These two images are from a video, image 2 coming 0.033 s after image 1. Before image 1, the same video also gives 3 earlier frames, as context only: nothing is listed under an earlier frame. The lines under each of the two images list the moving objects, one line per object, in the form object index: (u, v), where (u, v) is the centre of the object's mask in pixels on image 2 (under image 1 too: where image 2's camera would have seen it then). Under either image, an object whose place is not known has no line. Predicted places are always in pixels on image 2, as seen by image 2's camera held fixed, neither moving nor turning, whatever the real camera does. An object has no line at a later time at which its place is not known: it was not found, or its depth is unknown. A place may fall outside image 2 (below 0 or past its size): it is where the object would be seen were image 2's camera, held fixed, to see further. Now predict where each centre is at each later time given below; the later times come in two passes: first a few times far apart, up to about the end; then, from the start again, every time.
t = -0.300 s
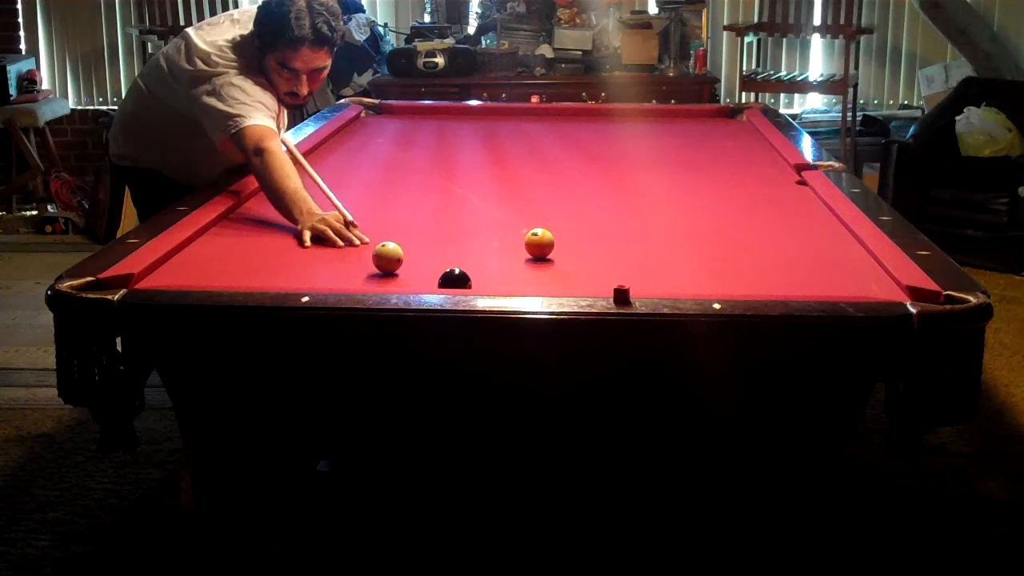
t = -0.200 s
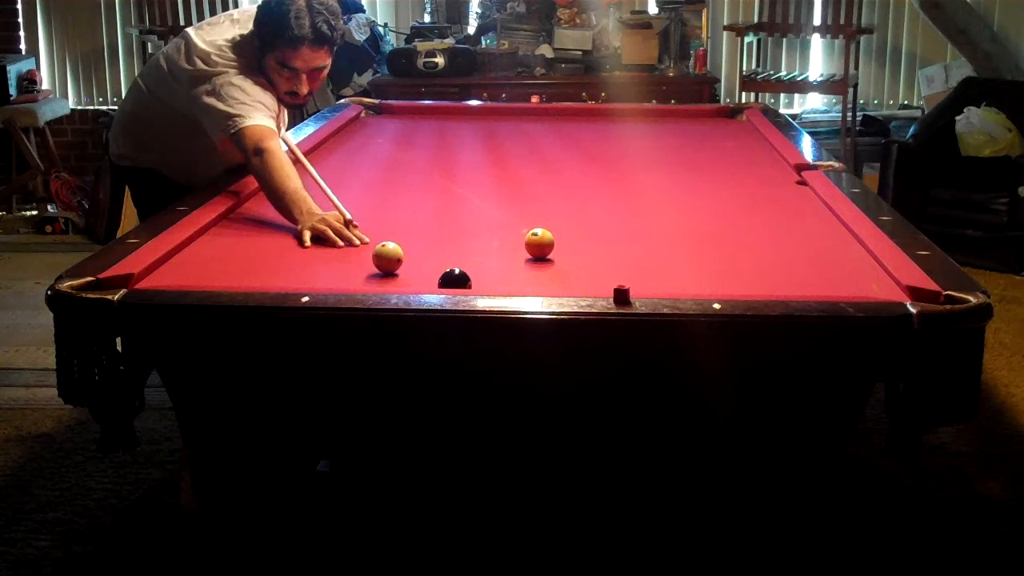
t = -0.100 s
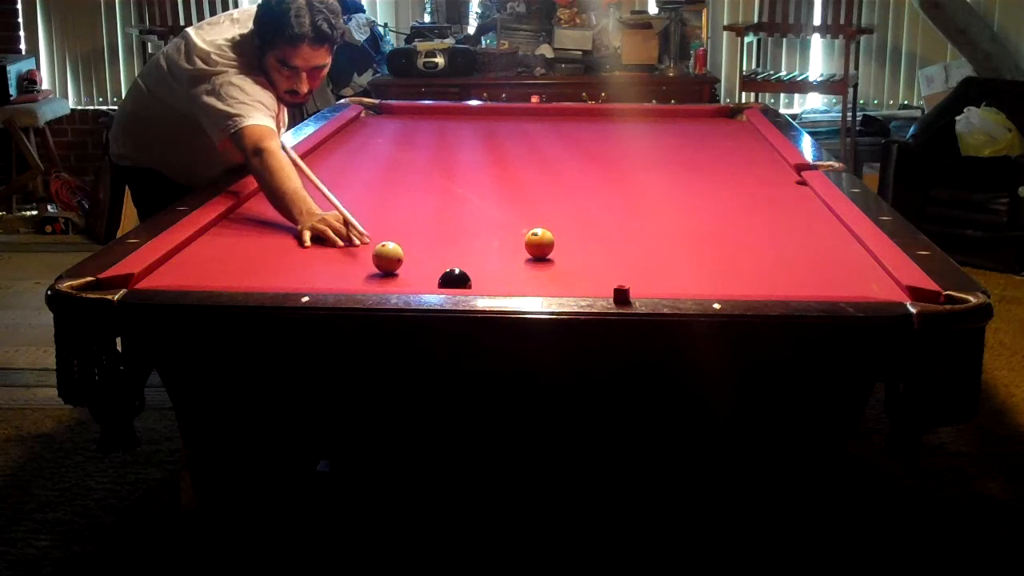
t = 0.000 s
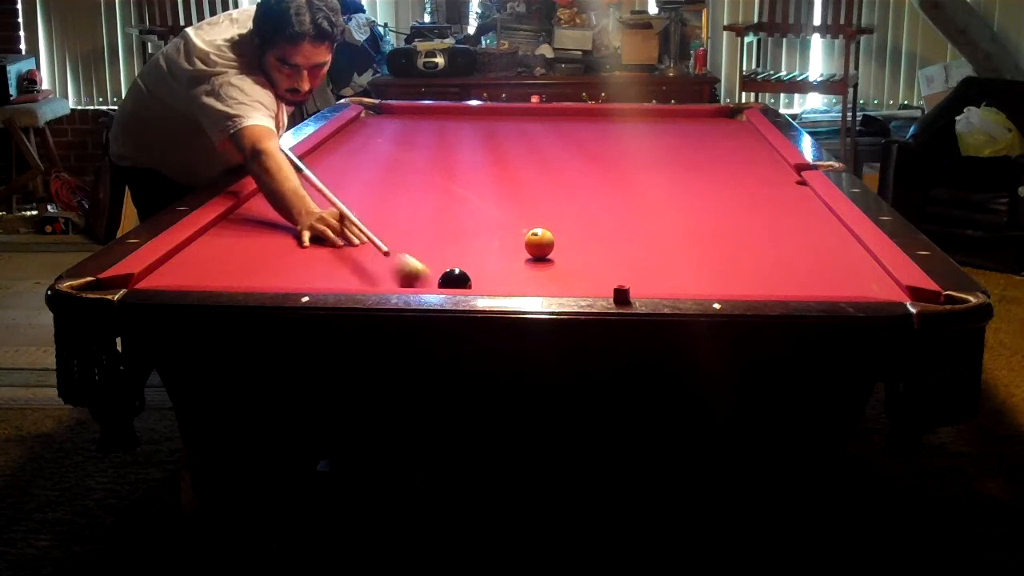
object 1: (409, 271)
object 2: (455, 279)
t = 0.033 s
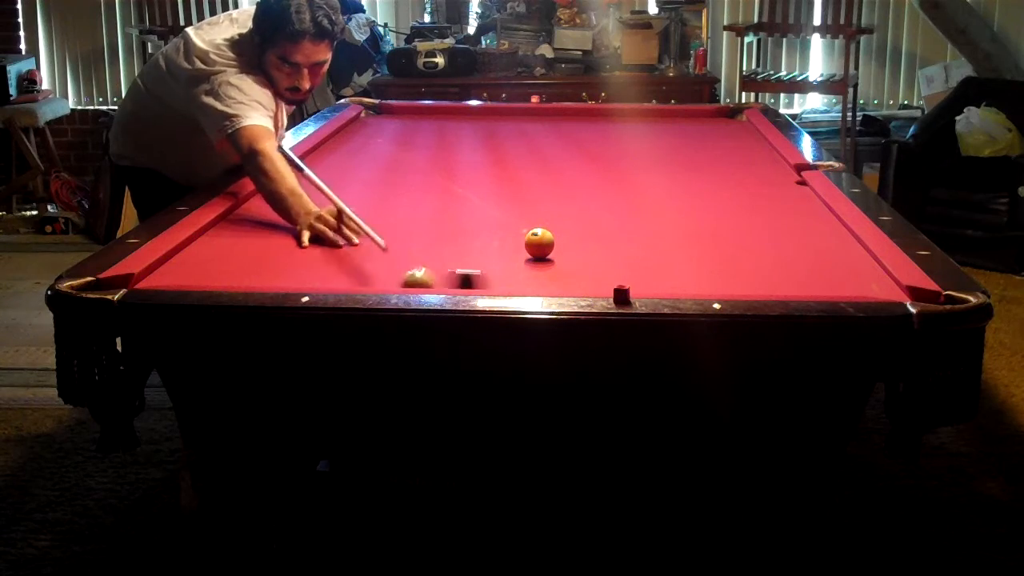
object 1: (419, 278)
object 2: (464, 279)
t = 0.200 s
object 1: (397, 252)
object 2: (576, 283)
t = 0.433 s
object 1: (391, 218)
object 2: (698, 284)
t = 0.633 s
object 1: (389, 196)
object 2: (801, 284)
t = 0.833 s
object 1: (386, 178)
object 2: (885, 287)
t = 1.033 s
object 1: (385, 162)
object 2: (849, 288)
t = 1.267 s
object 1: (383, 146)
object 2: (818, 284)
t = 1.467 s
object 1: (382, 135)
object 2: (794, 282)
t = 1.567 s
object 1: (381, 129)
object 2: (783, 280)
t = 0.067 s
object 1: (411, 276)
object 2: (490, 280)
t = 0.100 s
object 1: (406, 271)
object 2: (514, 281)
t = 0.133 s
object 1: (403, 266)
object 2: (536, 281)
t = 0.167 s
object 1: (400, 258)
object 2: (556, 282)
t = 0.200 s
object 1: (397, 252)
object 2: (576, 283)
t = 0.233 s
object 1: (395, 246)
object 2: (594, 283)
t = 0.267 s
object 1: (394, 241)
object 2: (608, 282)
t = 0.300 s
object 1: (393, 236)
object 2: (633, 282)
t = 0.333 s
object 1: (393, 231)
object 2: (647, 284)
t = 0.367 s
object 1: (392, 227)
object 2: (664, 284)
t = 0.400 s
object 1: (392, 222)
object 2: (681, 284)
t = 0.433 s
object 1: (391, 218)
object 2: (698, 284)
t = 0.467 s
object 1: (391, 214)
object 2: (716, 284)
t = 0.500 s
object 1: (390, 210)
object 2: (734, 284)
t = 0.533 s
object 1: (390, 207)
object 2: (750, 284)
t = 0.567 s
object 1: (389, 203)
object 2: (767, 285)
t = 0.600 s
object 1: (389, 200)
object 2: (785, 284)
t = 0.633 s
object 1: (389, 196)
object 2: (801, 284)
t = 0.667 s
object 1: (388, 193)
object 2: (818, 285)
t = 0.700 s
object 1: (388, 190)
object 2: (835, 284)
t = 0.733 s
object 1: (387, 186)
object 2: (851, 285)
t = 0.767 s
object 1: (387, 183)
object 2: (866, 286)
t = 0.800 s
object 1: (387, 180)
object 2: (883, 286)
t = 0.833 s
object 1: (386, 178)
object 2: (885, 287)
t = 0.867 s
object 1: (386, 175)
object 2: (879, 287)
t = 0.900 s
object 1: (386, 172)
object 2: (872, 287)
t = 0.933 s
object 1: (385, 169)
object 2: (866, 288)
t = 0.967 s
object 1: (385, 167)
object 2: (860, 288)
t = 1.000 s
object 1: (385, 165)
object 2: (854, 288)
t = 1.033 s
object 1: (385, 162)
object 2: (849, 288)
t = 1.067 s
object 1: (384, 160)
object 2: (844, 287)
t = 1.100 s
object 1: (384, 157)
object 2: (840, 287)
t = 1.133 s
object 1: (384, 155)
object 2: (835, 286)
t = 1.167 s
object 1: (384, 152)
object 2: (831, 286)
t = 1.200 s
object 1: (383, 150)
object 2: (826, 285)
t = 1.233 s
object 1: (383, 148)
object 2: (822, 285)
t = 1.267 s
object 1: (383, 146)
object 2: (818, 284)
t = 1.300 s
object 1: (383, 144)
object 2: (814, 284)
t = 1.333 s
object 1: (383, 142)
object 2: (810, 283)
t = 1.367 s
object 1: (383, 140)
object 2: (806, 283)
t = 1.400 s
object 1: (382, 138)
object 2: (802, 282)
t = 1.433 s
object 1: (382, 136)
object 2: (798, 282)
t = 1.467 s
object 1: (382, 135)
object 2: (794, 282)
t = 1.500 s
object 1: (382, 133)
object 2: (791, 281)
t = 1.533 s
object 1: (381, 131)
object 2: (787, 281)
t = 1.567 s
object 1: (381, 129)
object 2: (783, 280)
